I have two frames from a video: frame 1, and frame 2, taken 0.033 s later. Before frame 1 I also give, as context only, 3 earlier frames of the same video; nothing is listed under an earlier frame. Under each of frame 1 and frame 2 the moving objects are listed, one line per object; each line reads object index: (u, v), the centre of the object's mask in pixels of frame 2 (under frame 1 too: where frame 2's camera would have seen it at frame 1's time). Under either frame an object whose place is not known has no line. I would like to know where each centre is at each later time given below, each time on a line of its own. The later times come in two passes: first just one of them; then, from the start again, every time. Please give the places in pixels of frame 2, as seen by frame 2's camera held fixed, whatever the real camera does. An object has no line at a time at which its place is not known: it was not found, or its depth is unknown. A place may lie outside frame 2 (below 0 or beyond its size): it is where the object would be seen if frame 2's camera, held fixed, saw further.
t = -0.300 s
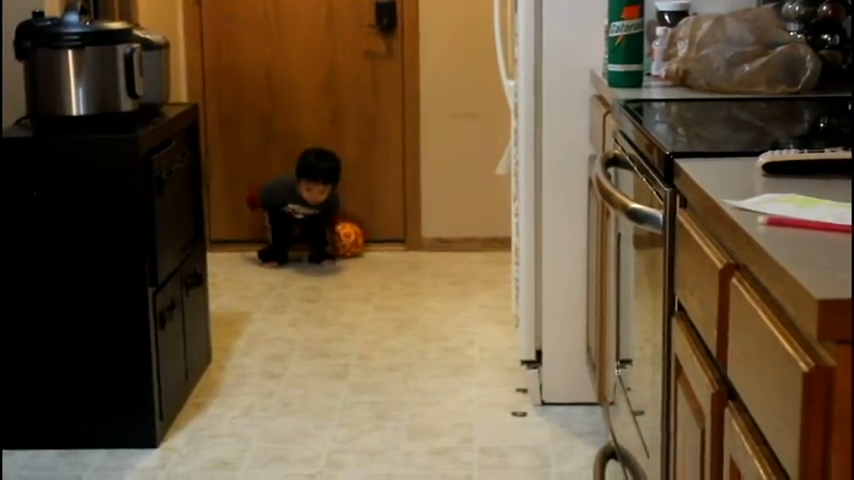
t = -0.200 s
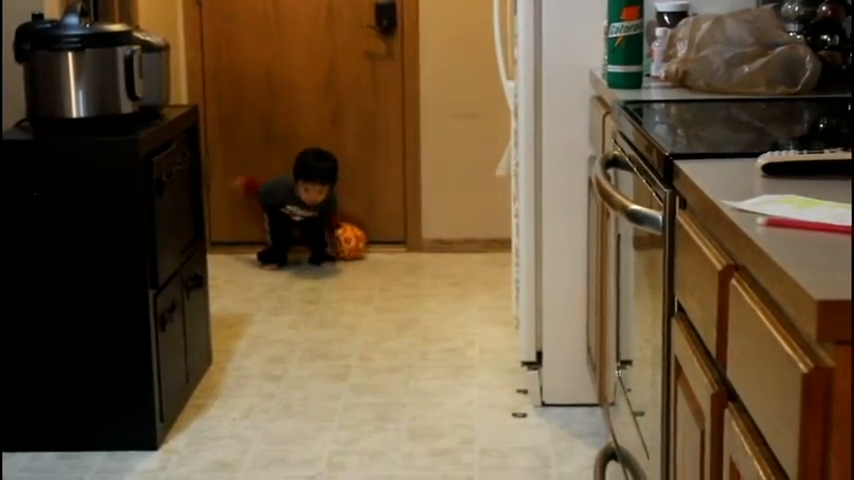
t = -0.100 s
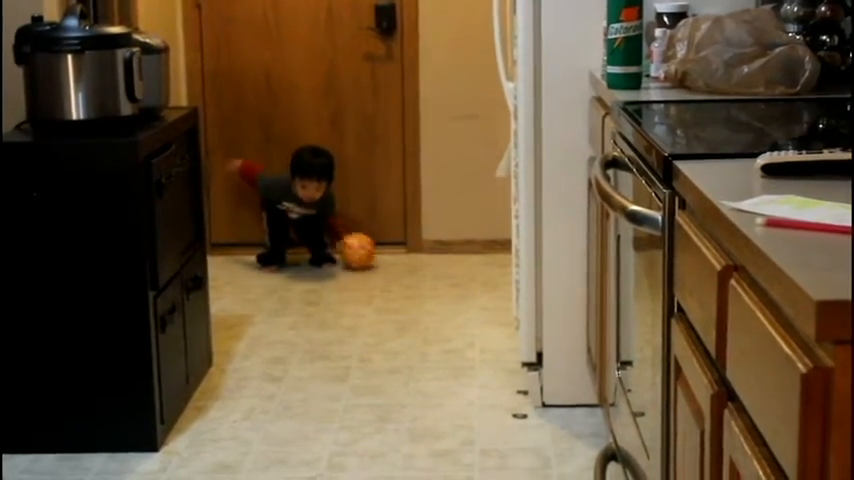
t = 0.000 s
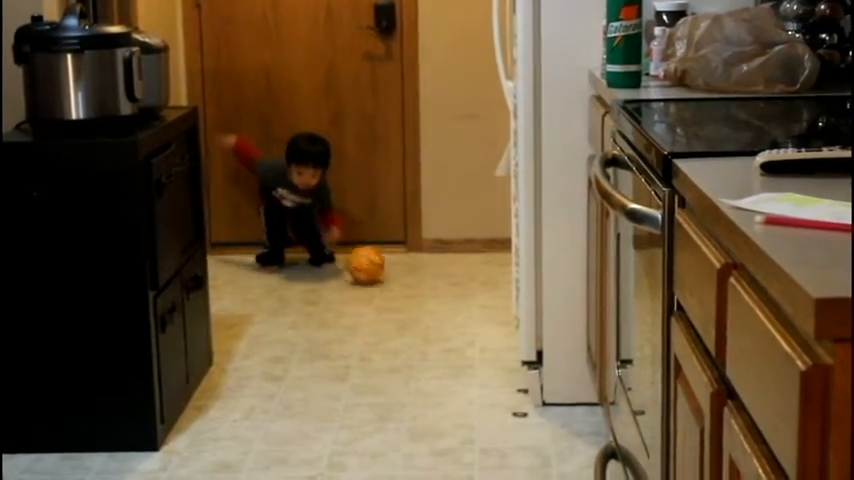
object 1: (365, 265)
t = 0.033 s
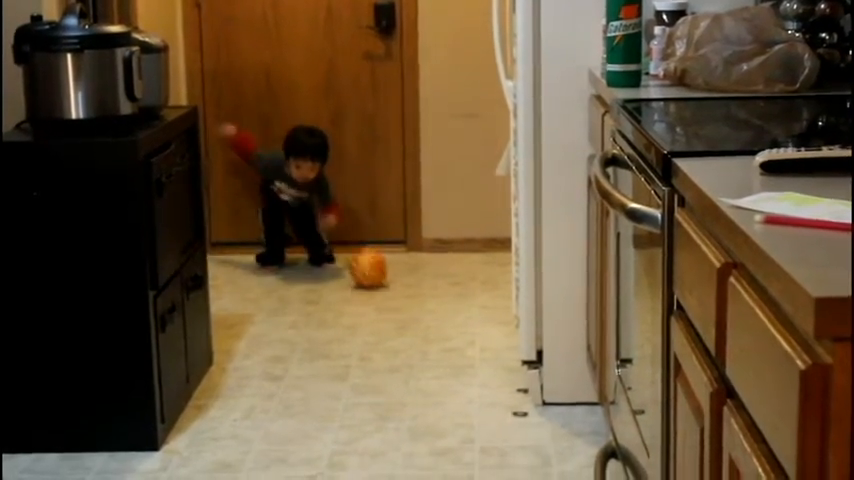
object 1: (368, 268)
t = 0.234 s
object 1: (382, 290)
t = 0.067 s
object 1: (372, 274)
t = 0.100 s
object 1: (372, 276)
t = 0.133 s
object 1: (376, 281)
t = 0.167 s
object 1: (378, 283)
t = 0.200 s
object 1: (380, 288)
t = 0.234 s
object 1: (382, 290)
